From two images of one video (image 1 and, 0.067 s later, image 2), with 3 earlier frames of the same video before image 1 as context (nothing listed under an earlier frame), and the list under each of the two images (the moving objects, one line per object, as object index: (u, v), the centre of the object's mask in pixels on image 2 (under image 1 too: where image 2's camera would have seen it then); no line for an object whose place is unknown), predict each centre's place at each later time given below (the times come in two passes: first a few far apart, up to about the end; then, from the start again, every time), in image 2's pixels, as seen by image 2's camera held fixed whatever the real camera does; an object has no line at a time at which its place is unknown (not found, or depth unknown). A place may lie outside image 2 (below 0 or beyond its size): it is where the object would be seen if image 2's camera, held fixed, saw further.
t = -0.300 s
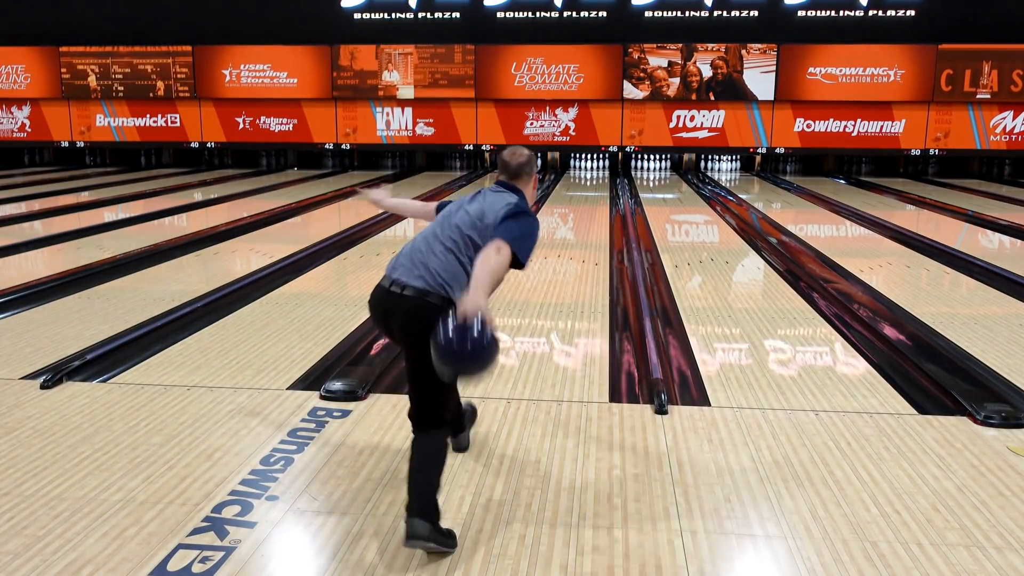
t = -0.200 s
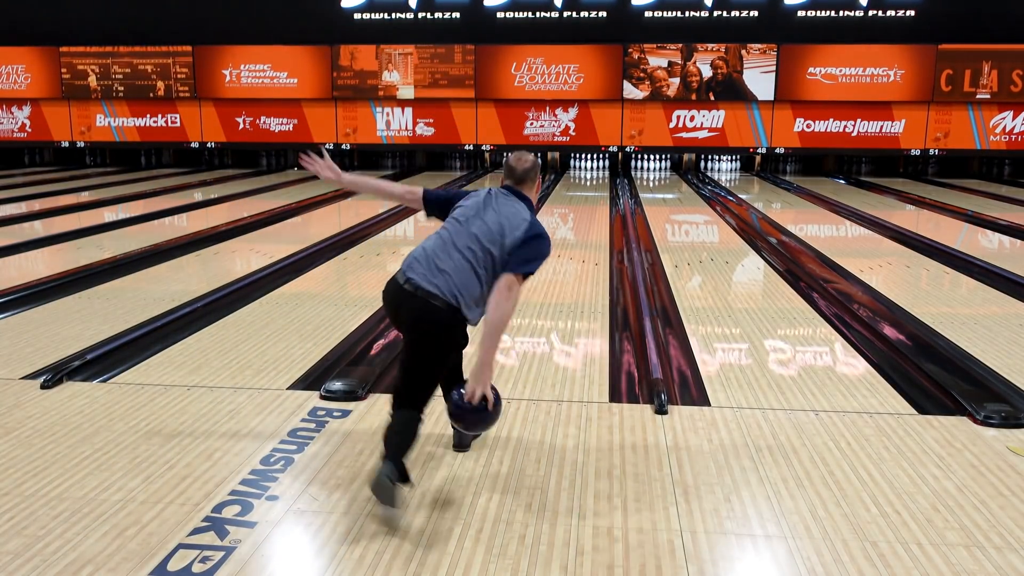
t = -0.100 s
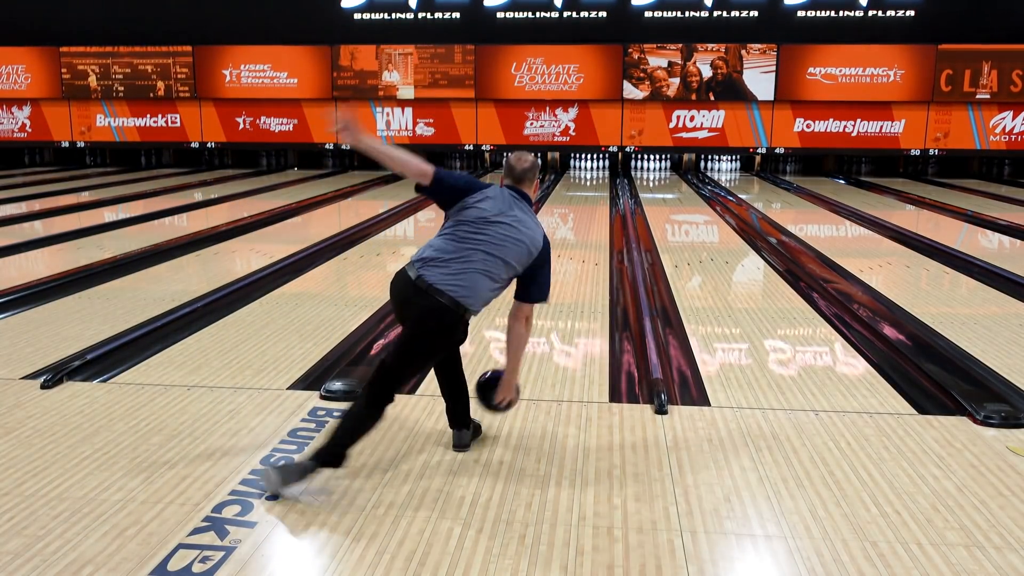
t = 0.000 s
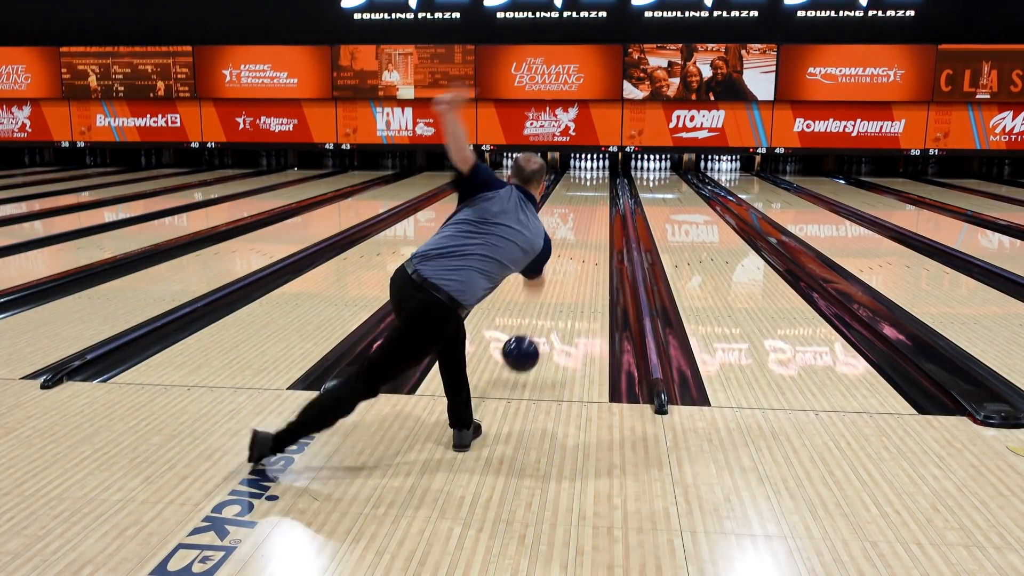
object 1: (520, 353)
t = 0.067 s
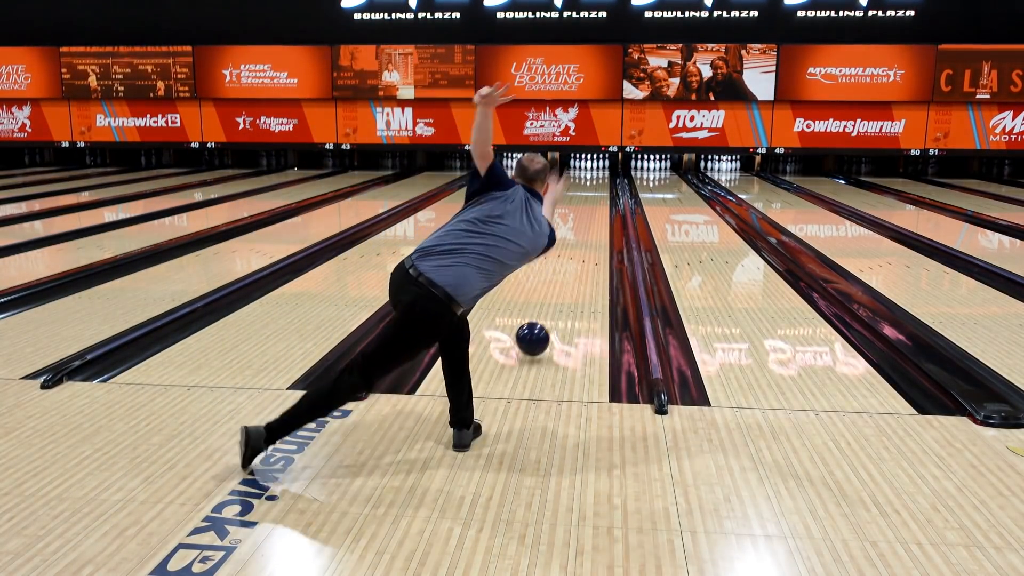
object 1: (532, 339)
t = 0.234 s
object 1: (554, 300)
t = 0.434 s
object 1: (571, 265)
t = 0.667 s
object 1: (583, 237)
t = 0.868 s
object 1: (591, 221)
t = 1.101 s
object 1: (597, 206)
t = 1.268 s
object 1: (600, 197)
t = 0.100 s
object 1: (538, 334)
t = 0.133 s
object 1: (542, 322)
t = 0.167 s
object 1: (546, 314)
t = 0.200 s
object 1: (550, 307)
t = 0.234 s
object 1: (554, 300)
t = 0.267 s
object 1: (557, 293)
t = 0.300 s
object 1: (560, 287)
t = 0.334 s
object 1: (563, 281)
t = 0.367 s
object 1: (566, 275)
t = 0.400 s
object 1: (568, 270)
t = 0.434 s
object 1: (571, 265)
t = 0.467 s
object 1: (573, 260)
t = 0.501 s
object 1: (575, 256)
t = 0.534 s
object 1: (577, 252)
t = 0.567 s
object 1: (579, 248)
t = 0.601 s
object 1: (580, 244)
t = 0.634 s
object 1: (582, 241)
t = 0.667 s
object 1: (583, 237)
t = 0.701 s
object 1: (585, 234)
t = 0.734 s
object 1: (586, 231)
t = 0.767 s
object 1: (587, 228)
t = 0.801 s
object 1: (588, 226)
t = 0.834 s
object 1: (589, 223)
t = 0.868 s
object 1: (591, 221)
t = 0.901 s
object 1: (592, 218)
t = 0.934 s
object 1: (593, 216)
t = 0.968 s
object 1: (594, 214)
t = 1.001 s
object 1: (594, 212)
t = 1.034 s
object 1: (595, 210)
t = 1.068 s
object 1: (596, 208)
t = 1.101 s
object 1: (597, 206)
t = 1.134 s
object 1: (597, 204)
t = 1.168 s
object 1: (598, 202)
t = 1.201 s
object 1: (599, 201)
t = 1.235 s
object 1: (599, 199)
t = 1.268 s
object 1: (600, 197)
